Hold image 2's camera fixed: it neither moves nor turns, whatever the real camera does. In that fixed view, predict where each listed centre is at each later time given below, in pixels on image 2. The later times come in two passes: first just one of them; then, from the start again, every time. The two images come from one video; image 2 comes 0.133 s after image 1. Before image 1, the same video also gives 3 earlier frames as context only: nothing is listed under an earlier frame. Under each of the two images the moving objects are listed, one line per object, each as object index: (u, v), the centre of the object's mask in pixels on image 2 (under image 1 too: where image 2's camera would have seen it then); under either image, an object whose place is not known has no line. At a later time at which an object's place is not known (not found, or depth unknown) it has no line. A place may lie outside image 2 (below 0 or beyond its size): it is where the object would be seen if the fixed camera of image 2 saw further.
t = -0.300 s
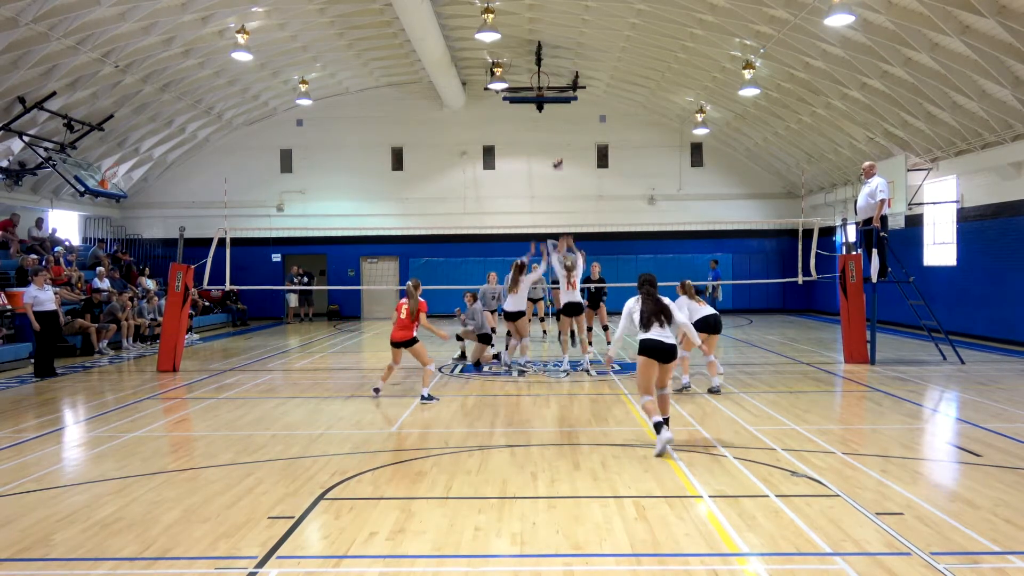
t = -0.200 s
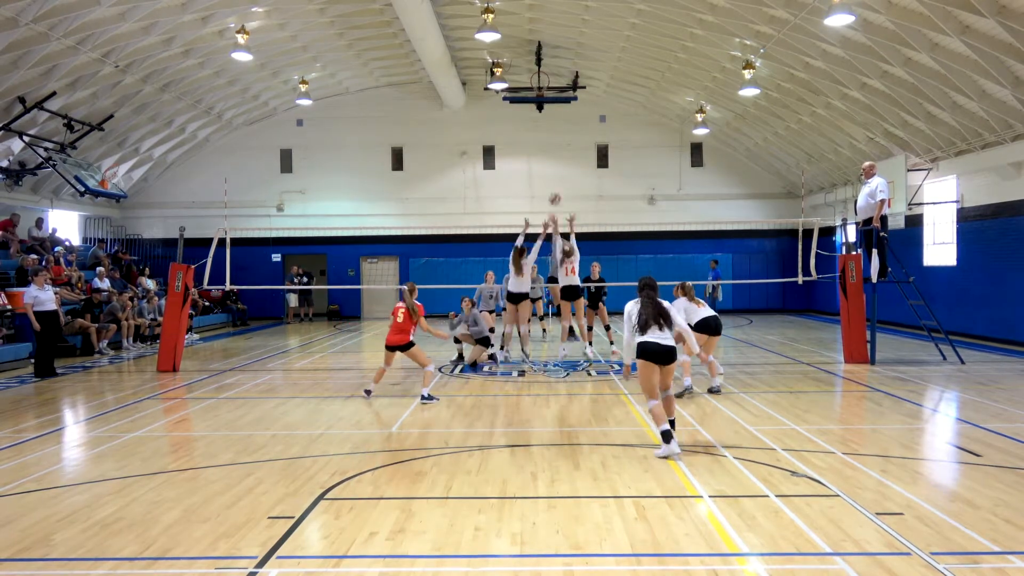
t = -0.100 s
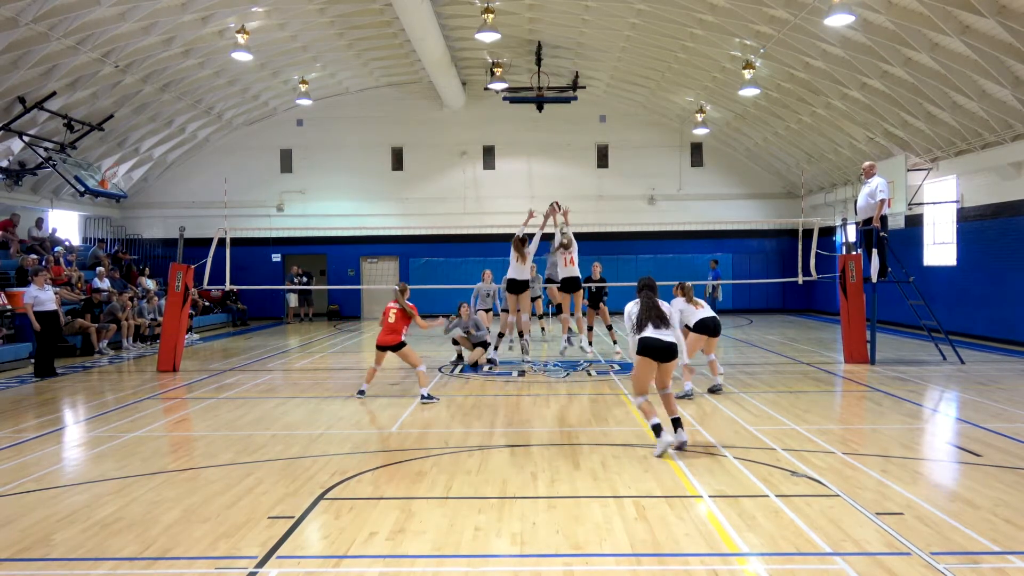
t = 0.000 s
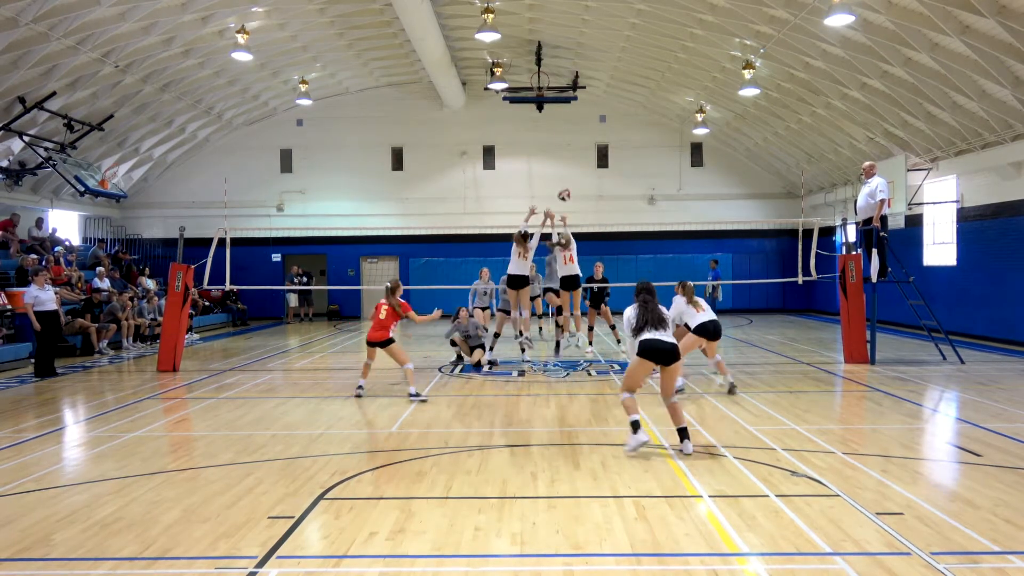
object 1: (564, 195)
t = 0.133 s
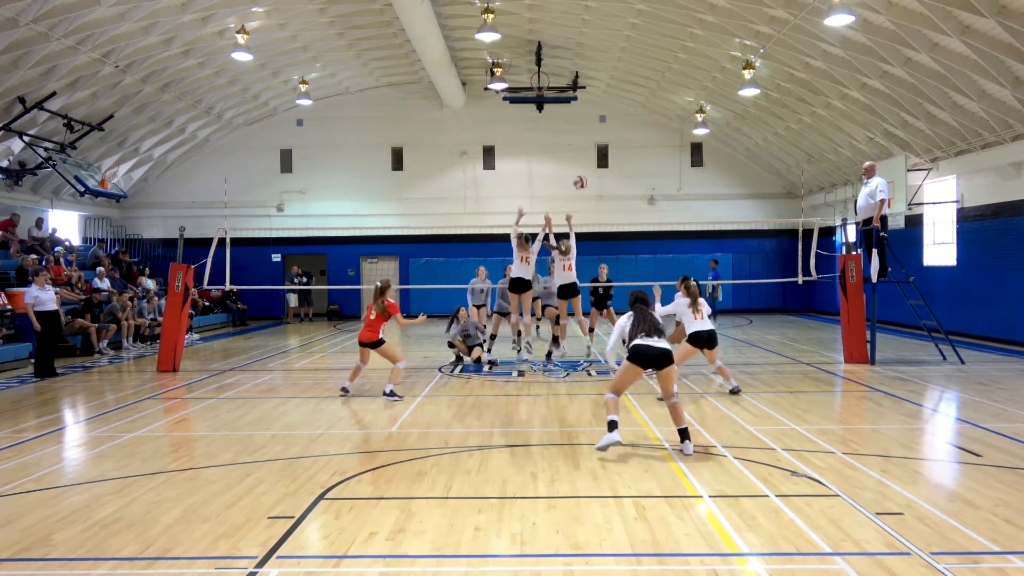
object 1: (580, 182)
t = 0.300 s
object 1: (600, 183)
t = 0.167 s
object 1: (584, 181)
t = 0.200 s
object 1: (588, 180)
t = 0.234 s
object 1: (592, 180)
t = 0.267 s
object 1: (596, 181)
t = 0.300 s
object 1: (600, 183)
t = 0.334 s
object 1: (604, 186)
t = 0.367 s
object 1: (608, 189)
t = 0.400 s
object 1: (613, 193)
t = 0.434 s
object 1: (617, 197)
